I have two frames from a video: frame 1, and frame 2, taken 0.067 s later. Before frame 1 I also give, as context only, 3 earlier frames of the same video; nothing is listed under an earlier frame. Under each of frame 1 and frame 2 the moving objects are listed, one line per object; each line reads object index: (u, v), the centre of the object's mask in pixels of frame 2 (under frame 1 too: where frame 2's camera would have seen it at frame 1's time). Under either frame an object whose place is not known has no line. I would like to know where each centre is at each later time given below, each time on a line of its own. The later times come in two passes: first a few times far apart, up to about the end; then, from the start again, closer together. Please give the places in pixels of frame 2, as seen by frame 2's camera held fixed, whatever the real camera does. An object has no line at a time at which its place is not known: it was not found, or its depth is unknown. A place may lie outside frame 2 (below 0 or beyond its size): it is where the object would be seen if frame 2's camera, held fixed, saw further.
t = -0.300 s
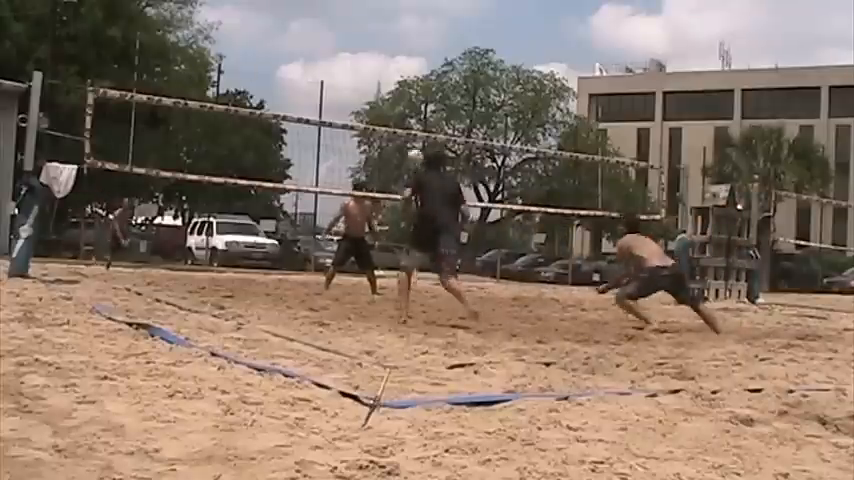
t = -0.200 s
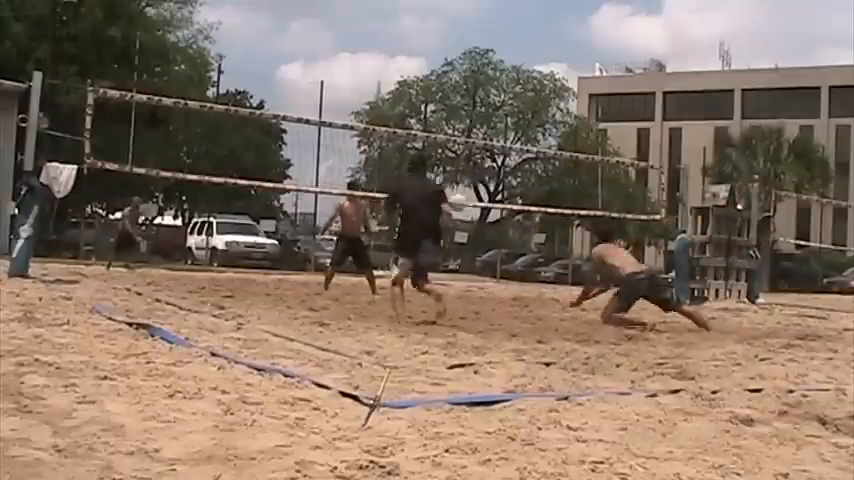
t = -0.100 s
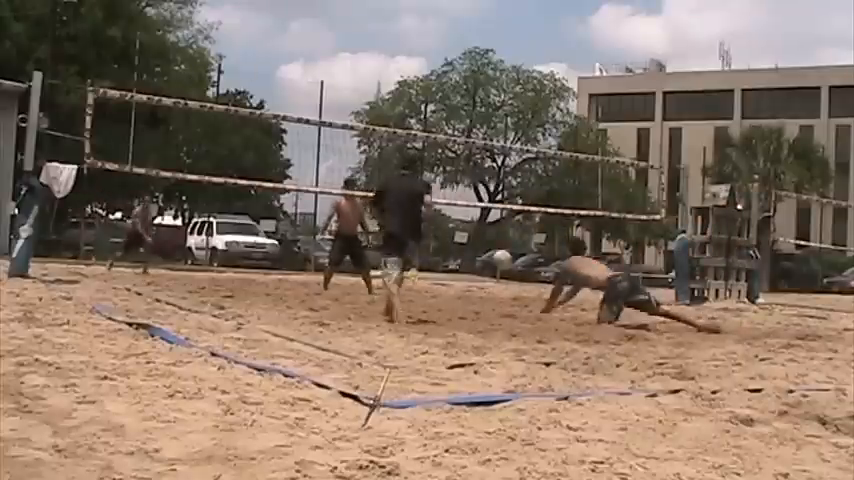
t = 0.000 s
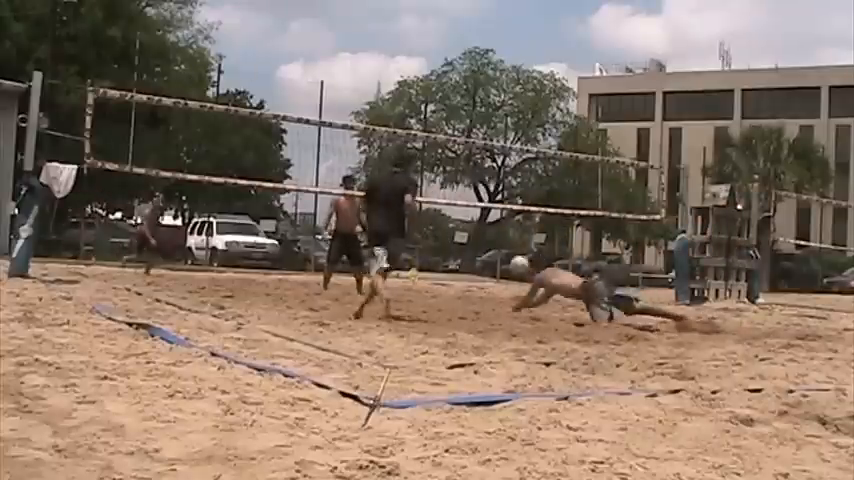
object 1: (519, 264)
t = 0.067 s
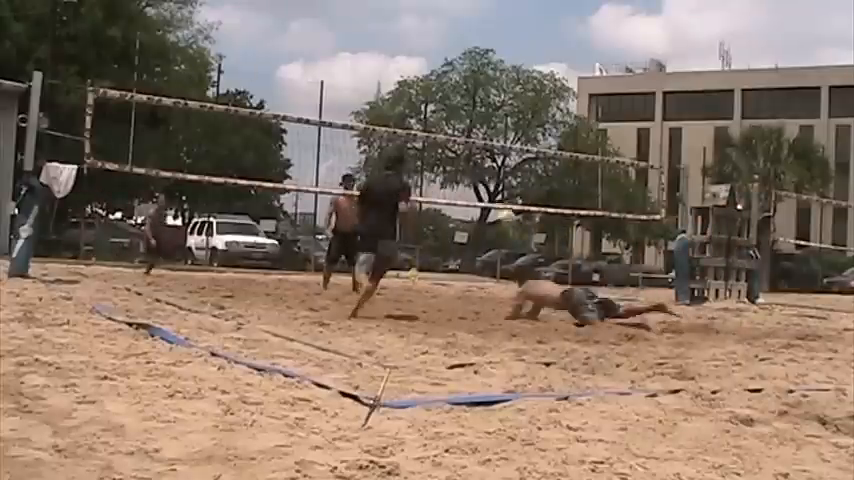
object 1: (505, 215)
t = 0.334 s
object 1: (459, 80)
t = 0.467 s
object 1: (439, 41)
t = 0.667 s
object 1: (409, 8)
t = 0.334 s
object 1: (459, 80)
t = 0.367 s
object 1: (454, 71)
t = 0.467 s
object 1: (439, 41)
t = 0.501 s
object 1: (433, 33)
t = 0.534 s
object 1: (428, 27)
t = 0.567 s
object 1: (423, 21)
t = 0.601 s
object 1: (418, 16)
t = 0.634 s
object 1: (413, 11)
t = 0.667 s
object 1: (409, 8)
